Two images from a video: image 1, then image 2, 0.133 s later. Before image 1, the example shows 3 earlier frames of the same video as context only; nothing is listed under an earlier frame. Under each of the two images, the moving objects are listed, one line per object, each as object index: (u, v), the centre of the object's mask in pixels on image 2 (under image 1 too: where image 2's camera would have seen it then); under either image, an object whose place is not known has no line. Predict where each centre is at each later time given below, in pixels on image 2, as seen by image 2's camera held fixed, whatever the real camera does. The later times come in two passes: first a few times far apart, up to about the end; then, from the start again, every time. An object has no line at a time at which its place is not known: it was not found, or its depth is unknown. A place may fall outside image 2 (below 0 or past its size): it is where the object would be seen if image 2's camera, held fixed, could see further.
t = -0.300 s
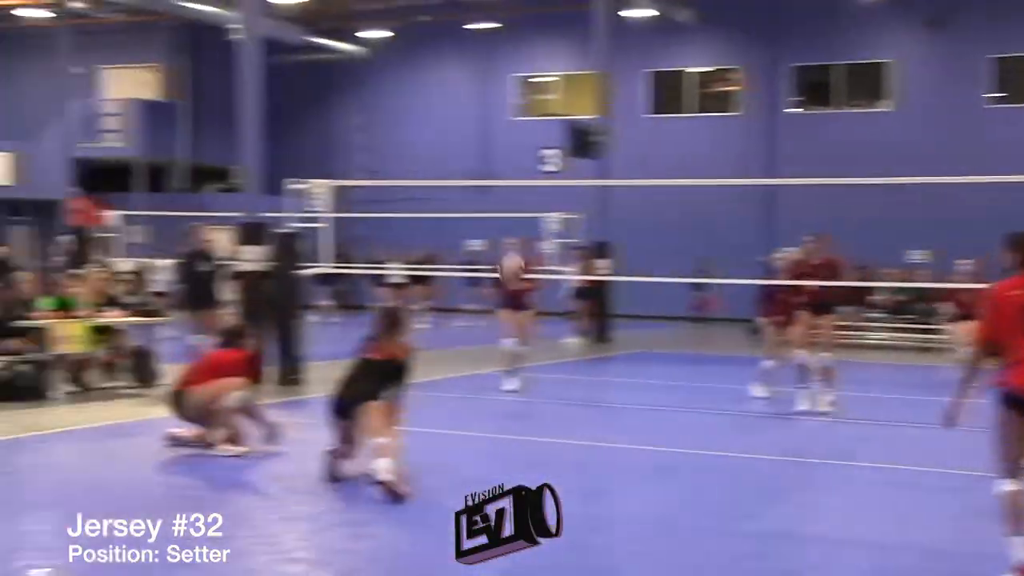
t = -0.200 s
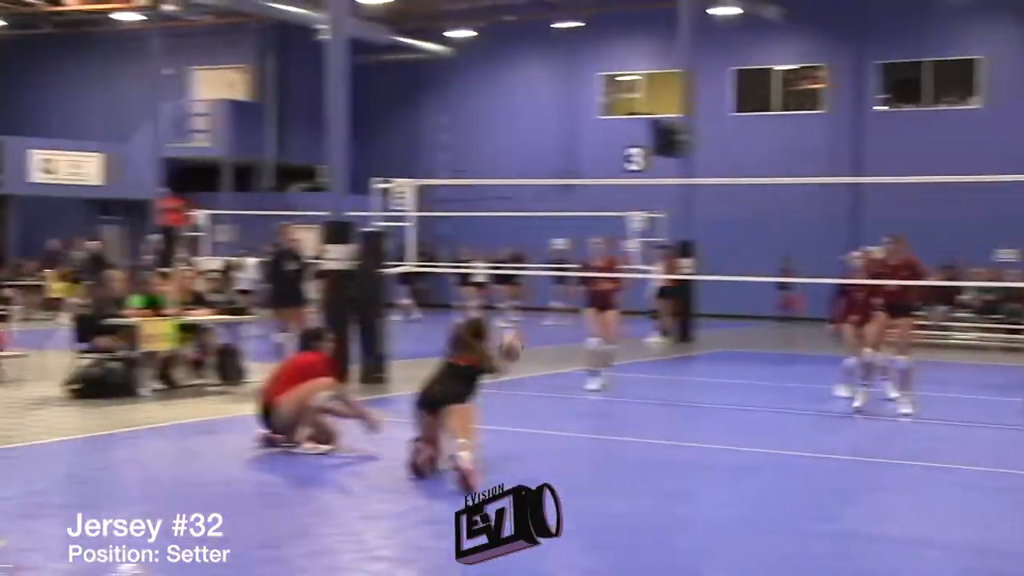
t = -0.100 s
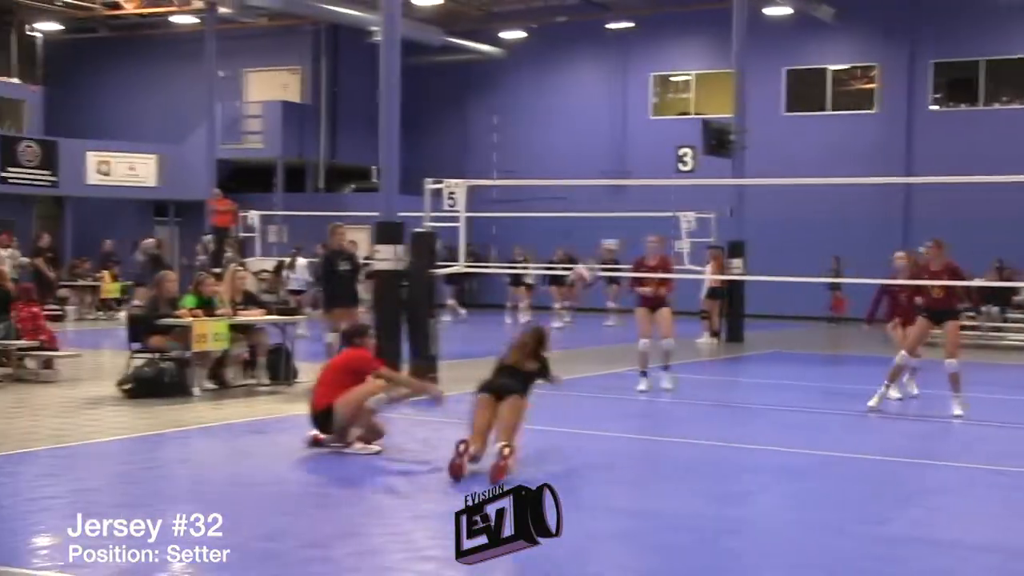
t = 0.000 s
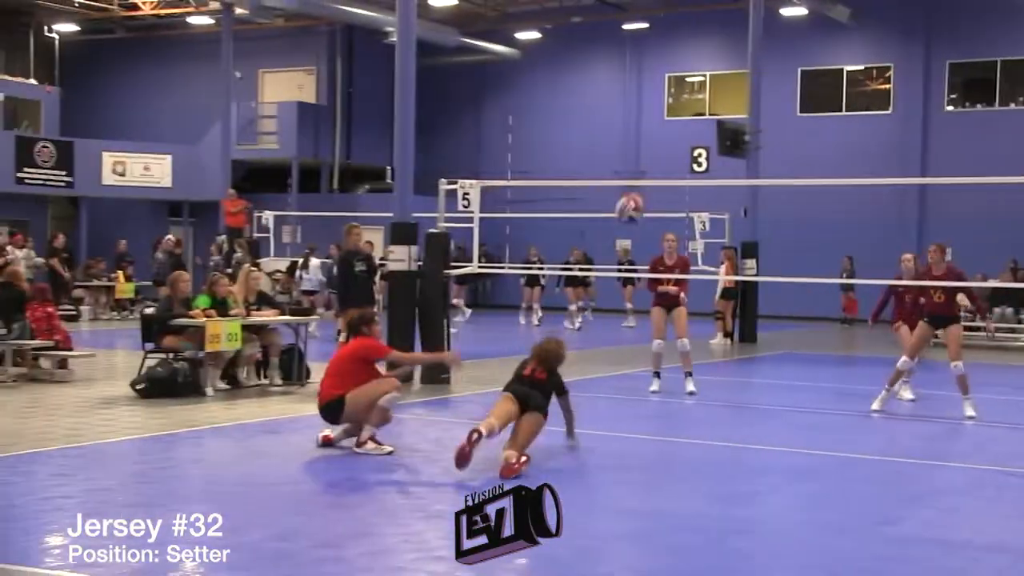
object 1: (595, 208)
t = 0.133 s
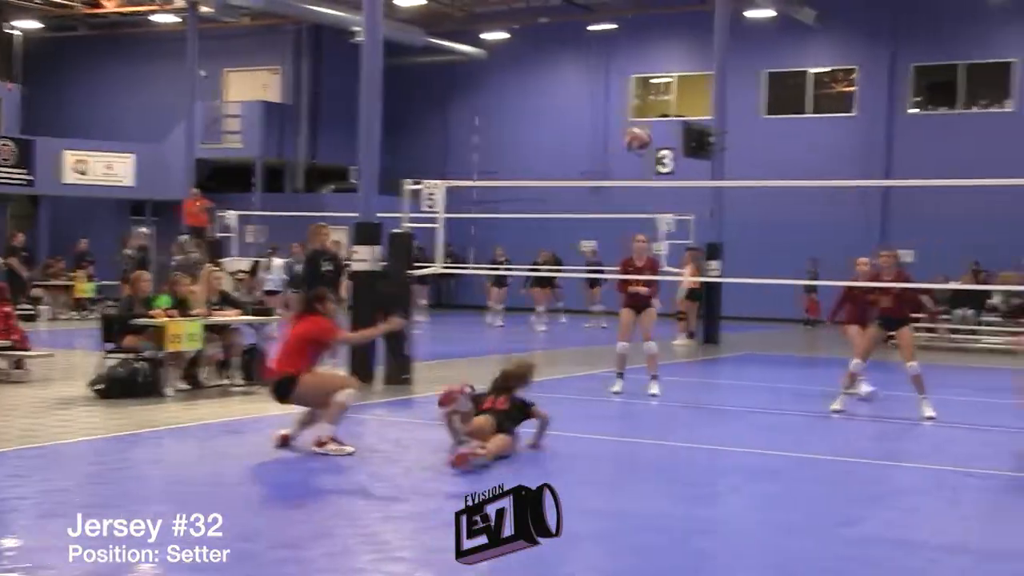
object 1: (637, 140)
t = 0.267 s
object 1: (679, 93)
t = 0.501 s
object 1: (747, 65)
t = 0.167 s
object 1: (648, 125)
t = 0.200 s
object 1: (658, 113)
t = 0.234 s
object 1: (668, 102)
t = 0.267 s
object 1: (679, 93)
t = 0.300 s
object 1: (690, 86)
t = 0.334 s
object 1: (697, 79)
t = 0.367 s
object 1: (708, 73)
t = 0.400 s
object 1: (718, 68)
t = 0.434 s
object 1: (728, 65)
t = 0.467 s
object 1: (737, 66)
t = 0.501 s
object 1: (747, 65)
